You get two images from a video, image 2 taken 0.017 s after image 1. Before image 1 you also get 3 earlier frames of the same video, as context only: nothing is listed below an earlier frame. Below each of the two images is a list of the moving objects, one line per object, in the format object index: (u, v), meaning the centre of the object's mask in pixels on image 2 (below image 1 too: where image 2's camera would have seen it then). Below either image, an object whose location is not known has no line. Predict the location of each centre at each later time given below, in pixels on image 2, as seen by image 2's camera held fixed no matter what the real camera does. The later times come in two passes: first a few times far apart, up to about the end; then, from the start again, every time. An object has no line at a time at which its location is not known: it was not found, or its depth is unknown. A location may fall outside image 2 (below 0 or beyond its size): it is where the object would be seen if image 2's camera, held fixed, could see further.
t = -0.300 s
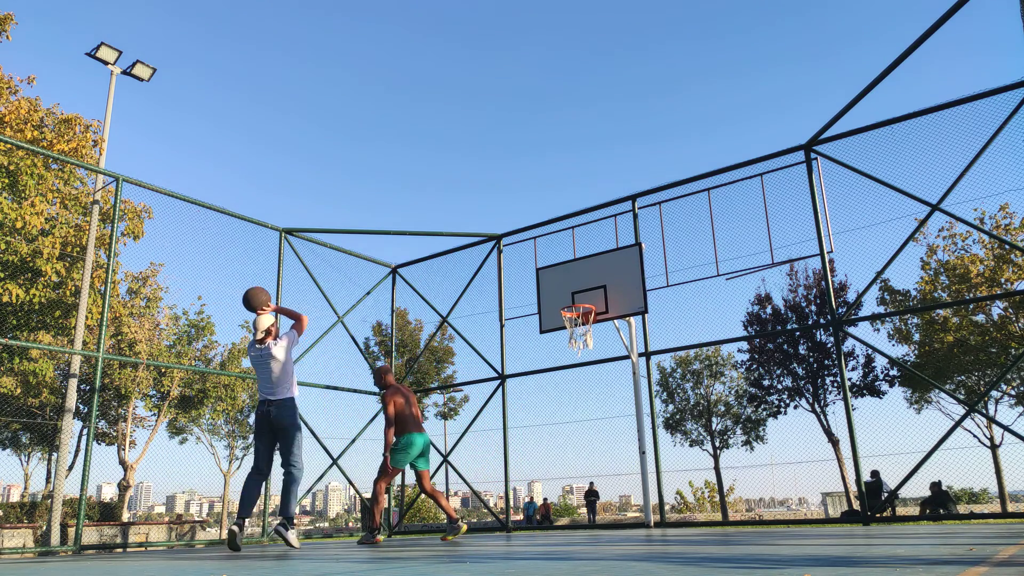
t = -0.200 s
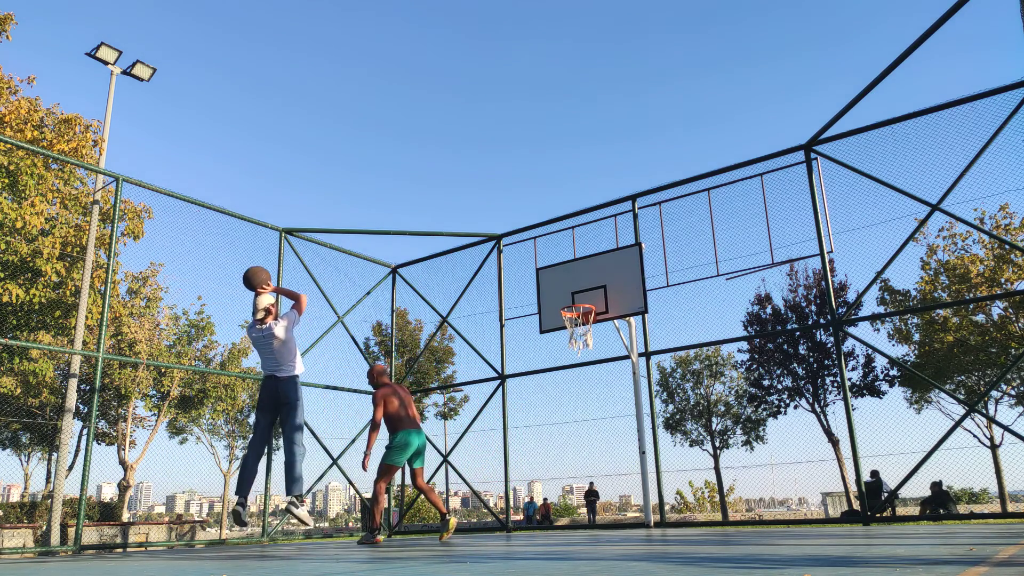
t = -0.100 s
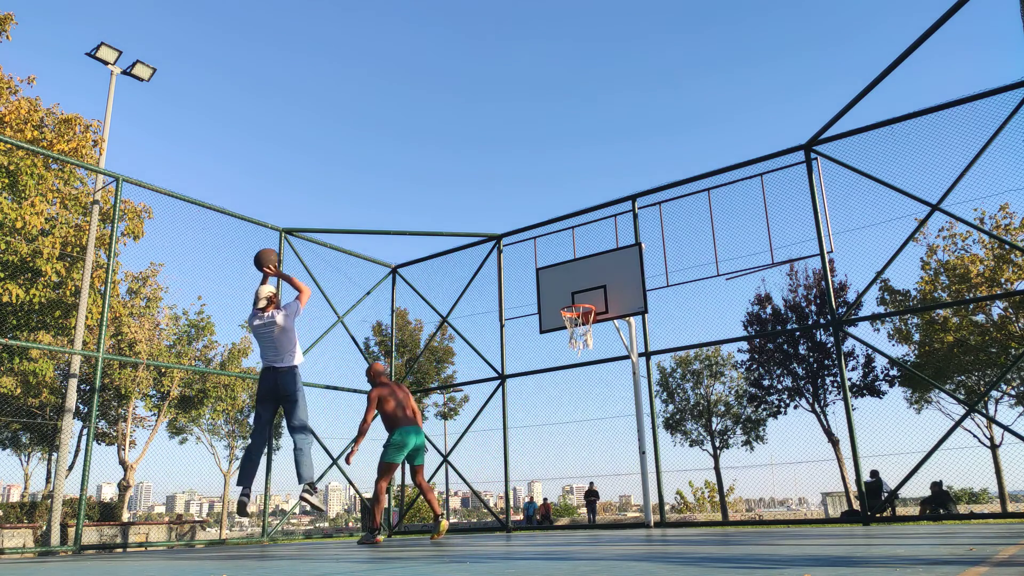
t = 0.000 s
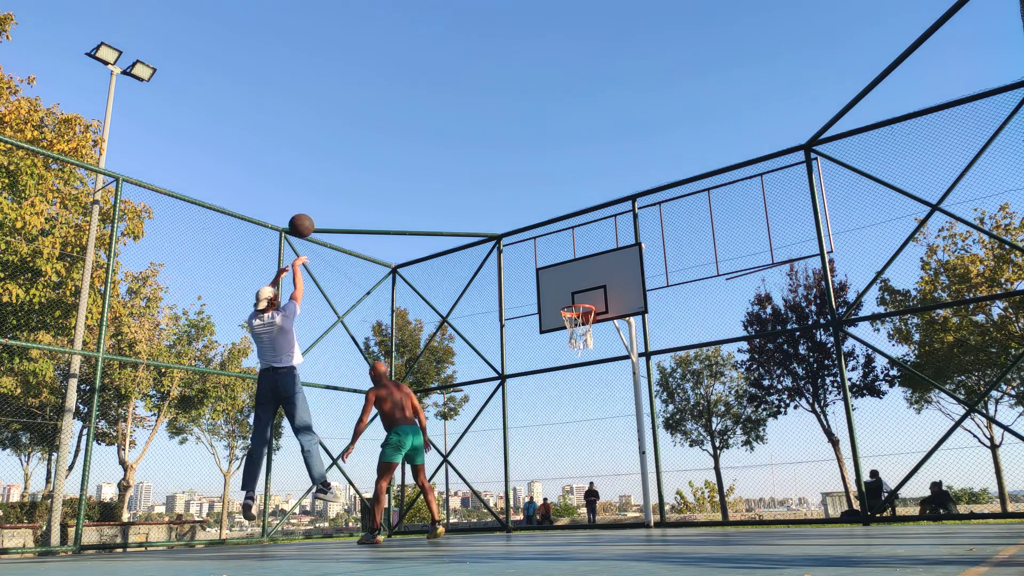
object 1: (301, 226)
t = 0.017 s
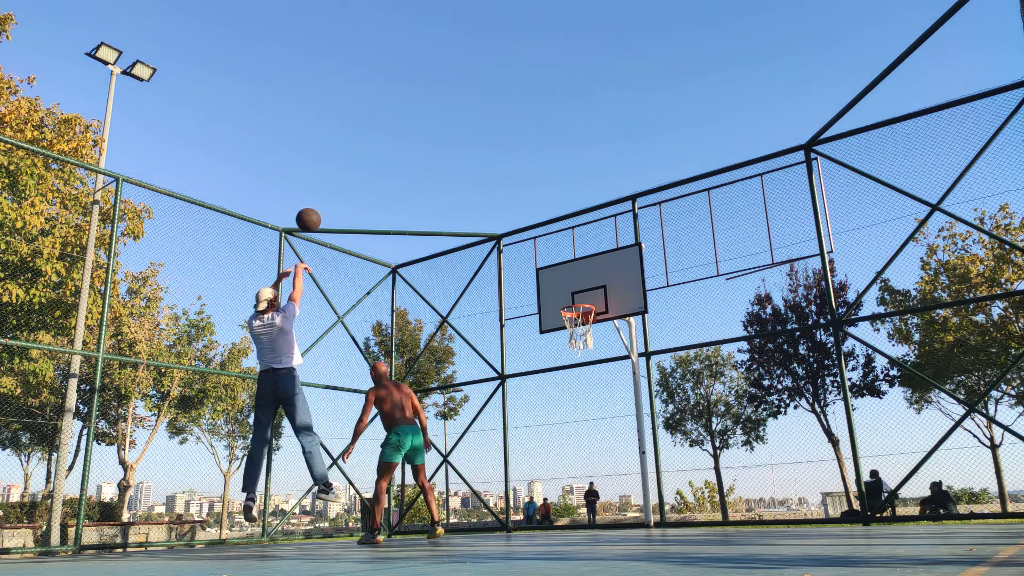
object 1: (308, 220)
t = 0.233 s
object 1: (387, 175)
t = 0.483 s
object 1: (459, 176)
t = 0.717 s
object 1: (514, 213)
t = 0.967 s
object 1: (567, 286)
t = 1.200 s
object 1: (567, 289)
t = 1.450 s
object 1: (545, 287)
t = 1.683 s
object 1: (530, 317)
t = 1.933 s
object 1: (515, 390)
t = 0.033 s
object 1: (315, 214)
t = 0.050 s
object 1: (322, 210)
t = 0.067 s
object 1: (328, 205)
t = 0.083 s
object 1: (335, 200)
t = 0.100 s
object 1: (341, 196)
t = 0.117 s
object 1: (348, 193)
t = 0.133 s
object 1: (354, 189)
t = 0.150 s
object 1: (360, 186)
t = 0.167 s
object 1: (365, 184)
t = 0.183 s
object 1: (371, 181)
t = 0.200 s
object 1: (376, 179)
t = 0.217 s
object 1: (382, 177)
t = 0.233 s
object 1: (387, 175)
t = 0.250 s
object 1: (393, 174)
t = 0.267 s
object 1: (398, 173)
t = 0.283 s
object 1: (403, 172)
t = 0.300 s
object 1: (408, 171)
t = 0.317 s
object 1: (413, 170)
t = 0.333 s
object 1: (418, 170)
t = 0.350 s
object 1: (422, 170)
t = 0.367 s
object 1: (427, 170)
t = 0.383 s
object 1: (432, 170)
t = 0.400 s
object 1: (437, 171)
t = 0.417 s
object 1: (441, 172)
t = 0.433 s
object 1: (446, 172)
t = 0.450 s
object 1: (450, 173)
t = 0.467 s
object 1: (454, 175)
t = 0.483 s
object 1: (459, 176)
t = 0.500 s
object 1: (463, 178)
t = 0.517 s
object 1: (467, 179)
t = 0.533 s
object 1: (471, 181)
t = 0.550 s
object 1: (475, 183)
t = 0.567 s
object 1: (479, 186)
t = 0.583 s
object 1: (483, 188)
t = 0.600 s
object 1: (487, 191)
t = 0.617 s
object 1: (491, 193)
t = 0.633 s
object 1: (495, 196)
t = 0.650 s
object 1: (499, 199)
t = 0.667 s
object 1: (503, 203)
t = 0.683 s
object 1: (507, 206)
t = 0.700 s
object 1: (510, 210)
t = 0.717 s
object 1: (514, 213)
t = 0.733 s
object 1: (518, 217)
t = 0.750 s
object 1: (521, 221)
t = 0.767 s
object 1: (525, 225)
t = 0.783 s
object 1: (529, 230)
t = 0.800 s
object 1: (533, 235)
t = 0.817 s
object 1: (536, 239)
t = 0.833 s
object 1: (539, 244)
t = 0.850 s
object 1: (543, 248)
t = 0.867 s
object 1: (547, 253)
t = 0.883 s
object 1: (550, 258)
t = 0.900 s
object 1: (553, 264)
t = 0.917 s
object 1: (557, 269)
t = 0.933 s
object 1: (560, 275)
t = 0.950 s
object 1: (564, 280)
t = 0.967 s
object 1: (567, 286)
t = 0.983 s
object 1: (571, 292)
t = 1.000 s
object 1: (573, 298)
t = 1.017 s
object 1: (577, 302)
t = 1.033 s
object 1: (579, 304)
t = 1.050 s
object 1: (578, 305)
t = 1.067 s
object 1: (578, 303)
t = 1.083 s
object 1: (578, 302)
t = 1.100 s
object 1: (576, 300)
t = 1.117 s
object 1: (575, 298)
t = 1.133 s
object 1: (573, 297)
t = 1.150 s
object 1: (571, 294)
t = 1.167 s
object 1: (570, 292)
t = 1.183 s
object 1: (568, 290)
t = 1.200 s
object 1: (567, 289)
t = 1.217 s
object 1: (565, 288)
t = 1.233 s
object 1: (564, 287)
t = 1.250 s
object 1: (562, 285)
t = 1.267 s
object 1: (561, 285)
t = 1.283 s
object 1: (559, 284)
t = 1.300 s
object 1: (558, 284)
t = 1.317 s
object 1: (556, 283)
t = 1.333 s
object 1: (555, 283)
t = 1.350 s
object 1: (553, 283)
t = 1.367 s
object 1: (552, 283)
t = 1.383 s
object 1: (551, 284)
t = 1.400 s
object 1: (549, 284)
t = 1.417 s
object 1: (548, 285)
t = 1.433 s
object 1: (547, 286)
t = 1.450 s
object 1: (545, 287)
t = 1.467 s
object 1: (545, 288)
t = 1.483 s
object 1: (543, 290)
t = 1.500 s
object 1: (542, 291)
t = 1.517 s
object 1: (541, 293)
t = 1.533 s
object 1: (540, 294)
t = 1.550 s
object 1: (539, 296)
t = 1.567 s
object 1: (538, 298)
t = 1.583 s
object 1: (536, 301)
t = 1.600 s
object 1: (535, 303)
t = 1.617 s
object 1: (534, 306)
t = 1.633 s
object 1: (532, 308)
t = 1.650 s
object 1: (532, 311)
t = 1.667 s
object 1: (531, 314)
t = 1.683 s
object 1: (530, 317)
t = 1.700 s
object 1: (529, 321)
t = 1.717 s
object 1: (528, 325)
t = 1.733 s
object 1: (527, 329)
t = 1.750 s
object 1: (526, 333)
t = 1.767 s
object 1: (525, 337)
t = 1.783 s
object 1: (524, 341)
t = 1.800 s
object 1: (523, 346)
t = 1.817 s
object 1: (522, 350)
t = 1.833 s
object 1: (521, 355)
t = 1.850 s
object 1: (520, 361)
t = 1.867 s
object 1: (519, 366)
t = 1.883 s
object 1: (518, 372)
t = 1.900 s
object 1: (517, 377)
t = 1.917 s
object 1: (516, 383)
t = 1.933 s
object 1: (515, 390)
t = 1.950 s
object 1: (514, 396)
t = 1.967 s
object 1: (513, 402)
